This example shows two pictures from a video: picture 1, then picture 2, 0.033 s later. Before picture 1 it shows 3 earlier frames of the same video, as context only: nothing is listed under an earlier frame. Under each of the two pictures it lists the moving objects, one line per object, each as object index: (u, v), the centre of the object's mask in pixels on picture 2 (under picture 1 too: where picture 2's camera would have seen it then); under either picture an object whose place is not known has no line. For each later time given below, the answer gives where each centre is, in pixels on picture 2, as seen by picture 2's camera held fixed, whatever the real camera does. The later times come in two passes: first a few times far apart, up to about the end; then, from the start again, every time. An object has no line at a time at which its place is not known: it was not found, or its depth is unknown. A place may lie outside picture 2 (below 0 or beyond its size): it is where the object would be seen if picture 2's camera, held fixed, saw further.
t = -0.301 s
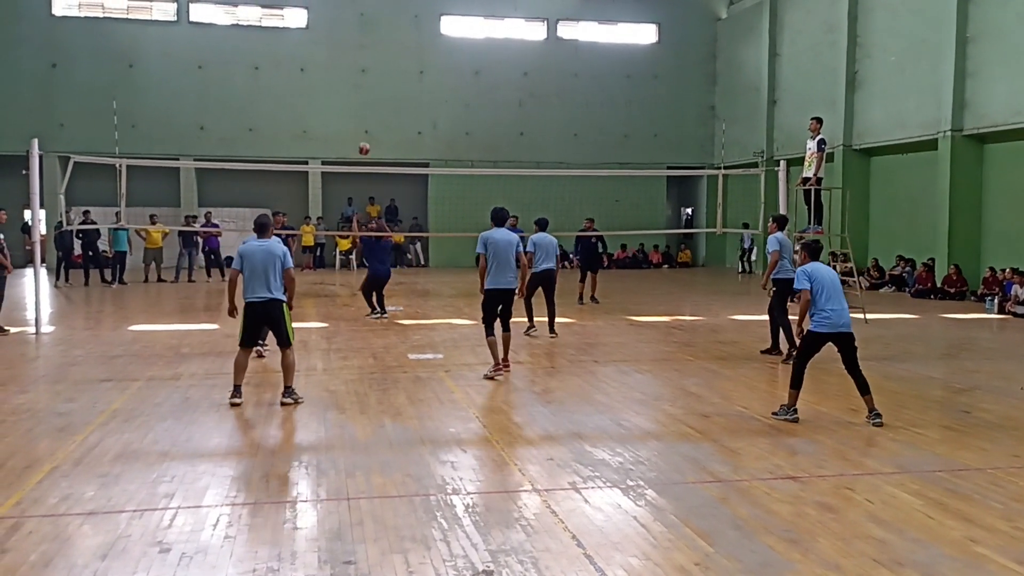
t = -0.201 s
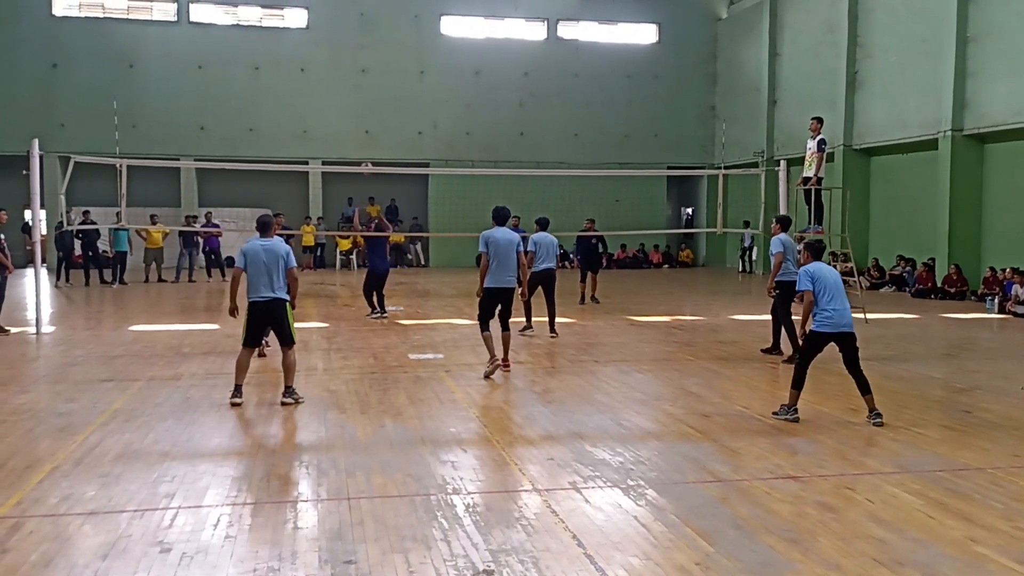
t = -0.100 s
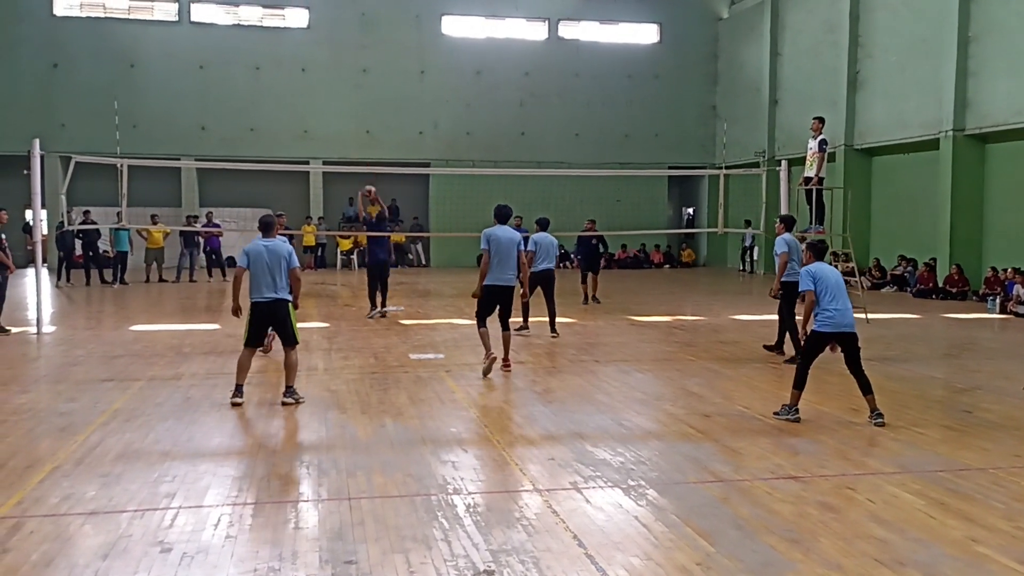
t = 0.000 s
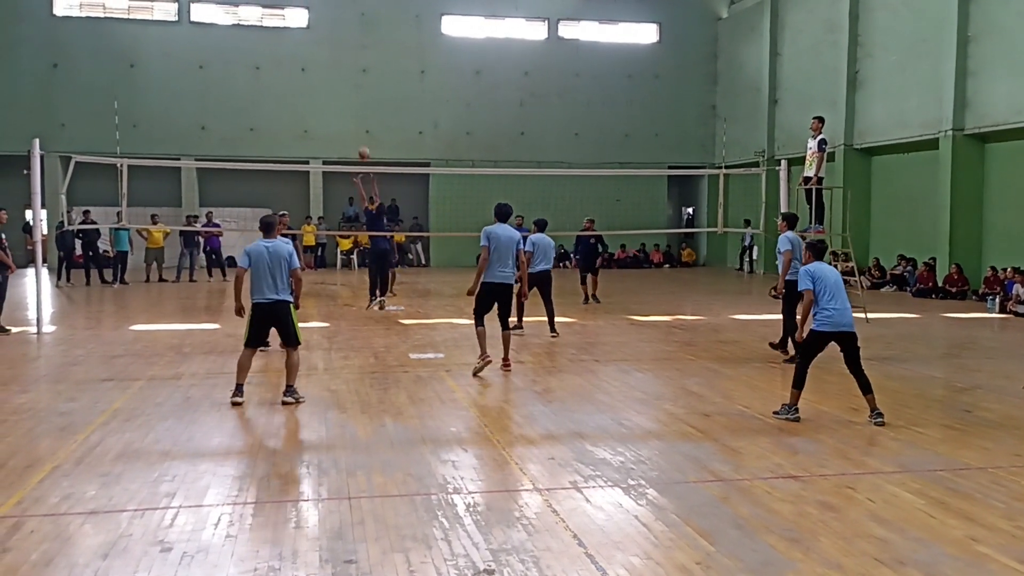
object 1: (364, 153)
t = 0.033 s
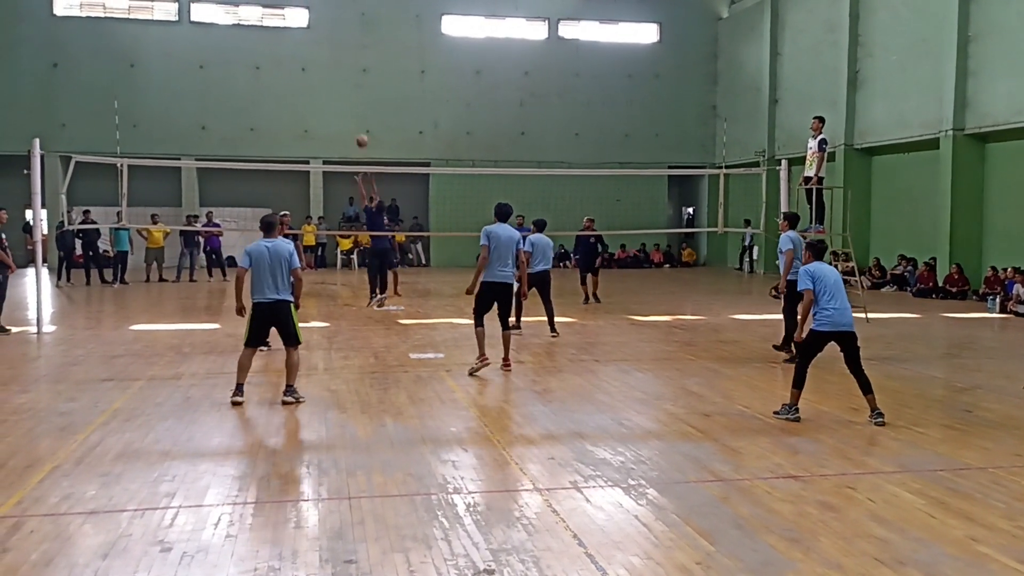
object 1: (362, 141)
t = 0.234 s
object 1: (349, 79)
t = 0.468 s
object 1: (335, 38)
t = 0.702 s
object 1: (322, 30)
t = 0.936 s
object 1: (309, 54)
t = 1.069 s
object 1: (302, 82)
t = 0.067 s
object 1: (360, 129)
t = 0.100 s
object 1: (357, 118)
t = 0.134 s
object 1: (355, 107)
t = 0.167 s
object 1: (353, 97)
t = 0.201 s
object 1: (351, 87)
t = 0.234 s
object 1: (349, 79)
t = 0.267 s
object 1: (347, 71)
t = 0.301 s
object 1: (345, 64)
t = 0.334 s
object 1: (343, 57)
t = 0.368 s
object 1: (341, 51)
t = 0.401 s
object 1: (339, 46)
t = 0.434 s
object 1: (337, 41)
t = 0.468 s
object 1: (335, 38)
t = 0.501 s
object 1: (334, 35)
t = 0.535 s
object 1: (332, 32)
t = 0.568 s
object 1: (330, 30)
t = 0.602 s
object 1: (328, 29)
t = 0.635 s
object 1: (326, 29)
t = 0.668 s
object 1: (324, 29)
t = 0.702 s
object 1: (322, 30)
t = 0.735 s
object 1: (320, 31)
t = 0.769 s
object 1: (318, 33)
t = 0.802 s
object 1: (316, 36)
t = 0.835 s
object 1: (314, 39)
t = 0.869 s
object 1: (313, 44)
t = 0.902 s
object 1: (311, 48)
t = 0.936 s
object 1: (309, 54)
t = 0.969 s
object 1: (307, 60)
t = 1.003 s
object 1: (305, 67)
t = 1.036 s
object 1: (304, 74)
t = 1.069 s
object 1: (302, 82)
